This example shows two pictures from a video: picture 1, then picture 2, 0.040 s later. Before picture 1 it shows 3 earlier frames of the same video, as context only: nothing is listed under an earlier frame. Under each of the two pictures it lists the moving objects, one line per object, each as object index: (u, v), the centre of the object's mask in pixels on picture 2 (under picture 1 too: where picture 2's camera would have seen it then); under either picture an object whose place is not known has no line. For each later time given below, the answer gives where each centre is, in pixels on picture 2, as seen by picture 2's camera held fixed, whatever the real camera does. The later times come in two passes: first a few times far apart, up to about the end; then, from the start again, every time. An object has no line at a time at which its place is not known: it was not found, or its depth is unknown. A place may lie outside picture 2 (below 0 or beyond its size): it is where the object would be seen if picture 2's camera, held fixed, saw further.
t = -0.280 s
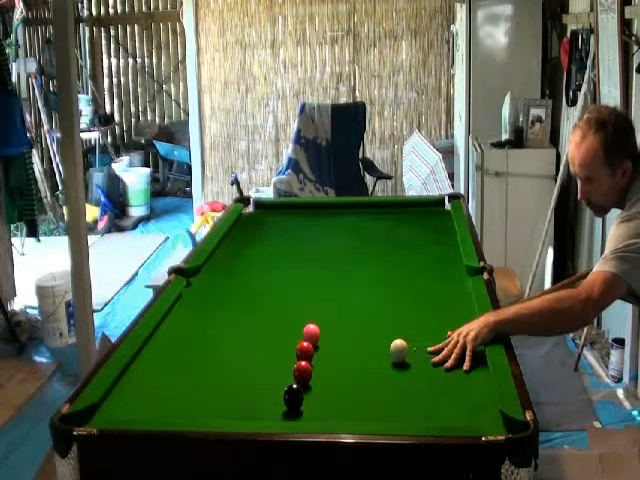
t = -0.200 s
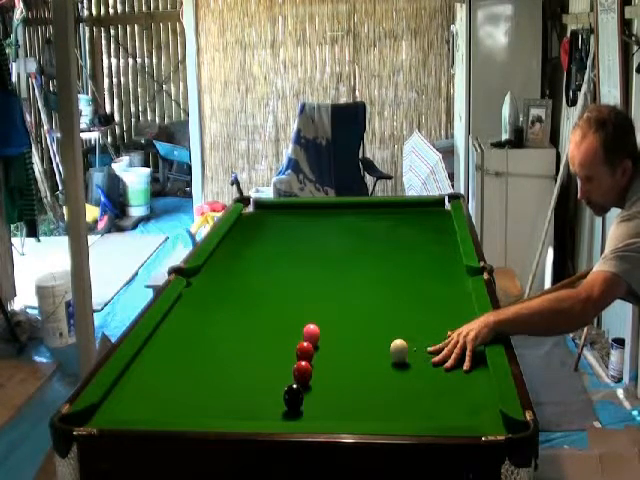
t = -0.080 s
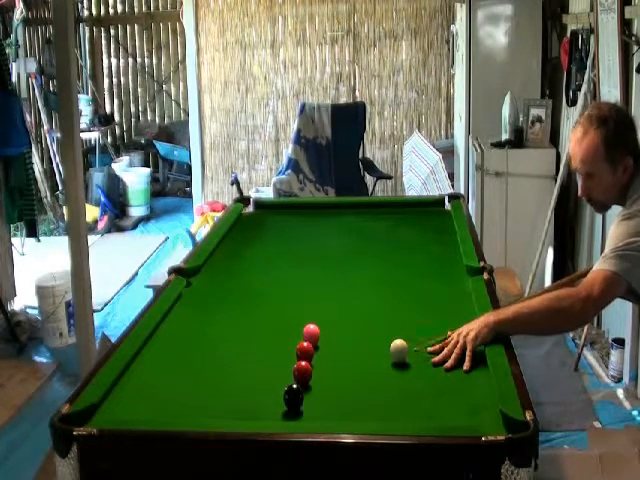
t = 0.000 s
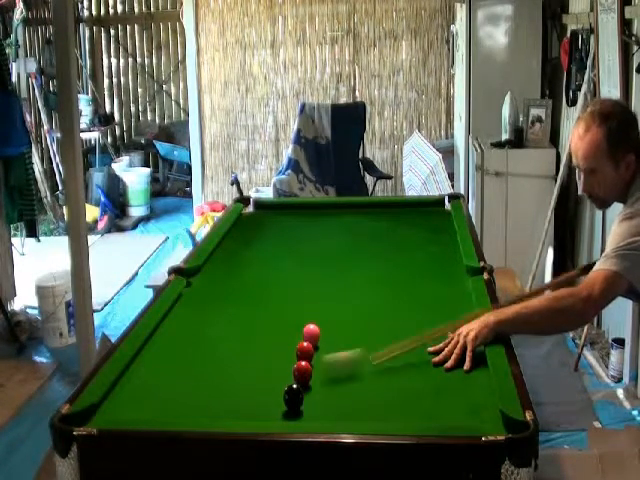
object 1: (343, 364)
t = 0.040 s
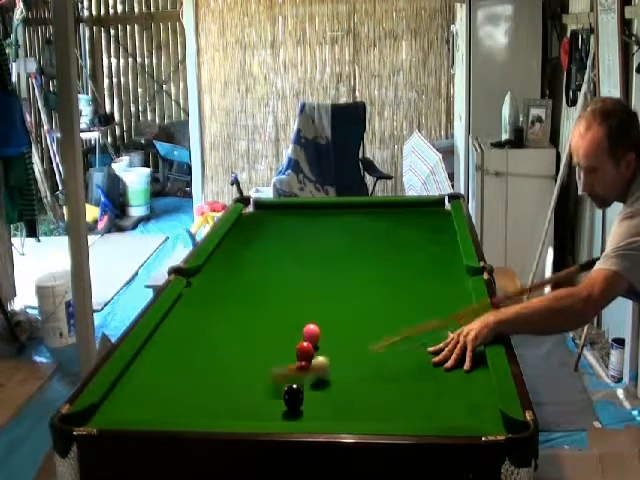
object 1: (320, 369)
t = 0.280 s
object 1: (346, 363)
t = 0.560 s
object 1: (393, 353)
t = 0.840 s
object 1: (436, 344)
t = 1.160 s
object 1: (468, 336)
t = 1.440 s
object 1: (444, 331)
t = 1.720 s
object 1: (423, 326)
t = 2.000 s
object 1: (406, 324)
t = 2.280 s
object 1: (393, 321)
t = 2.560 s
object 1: (383, 320)
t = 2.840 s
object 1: (377, 319)
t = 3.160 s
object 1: (374, 318)
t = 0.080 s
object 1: (320, 368)
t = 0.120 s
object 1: (321, 367)
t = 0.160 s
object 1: (324, 368)
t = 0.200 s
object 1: (331, 366)
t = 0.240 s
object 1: (338, 365)
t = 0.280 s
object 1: (346, 363)
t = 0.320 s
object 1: (352, 362)
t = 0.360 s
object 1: (360, 360)
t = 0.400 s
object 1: (366, 359)
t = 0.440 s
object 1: (373, 357)
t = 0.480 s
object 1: (380, 356)
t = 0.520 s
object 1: (386, 355)
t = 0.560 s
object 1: (393, 353)
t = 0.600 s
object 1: (399, 352)
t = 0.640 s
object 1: (406, 351)
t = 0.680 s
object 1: (412, 349)
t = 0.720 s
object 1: (418, 348)
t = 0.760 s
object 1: (424, 347)
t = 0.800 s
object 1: (430, 346)
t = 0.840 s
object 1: (436, 344)
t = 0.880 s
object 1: (441, 343)
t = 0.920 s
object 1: (447, 342)
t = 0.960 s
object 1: (452, 341)
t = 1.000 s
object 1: (458, 340)
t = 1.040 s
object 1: (463, 339)
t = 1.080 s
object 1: (468, 338)
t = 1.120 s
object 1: (471, 337)
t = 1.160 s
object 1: (468, 336)
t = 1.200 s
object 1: (464, 336)
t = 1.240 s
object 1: (461, 335)
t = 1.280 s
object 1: (457, 334)
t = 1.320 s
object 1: (454, 332)
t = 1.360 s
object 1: (450, 332)
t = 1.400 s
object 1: (447, 332)
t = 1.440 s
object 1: (444, 331)
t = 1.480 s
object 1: (441, 330)
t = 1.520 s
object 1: (438, 330)
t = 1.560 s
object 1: (435, 329)
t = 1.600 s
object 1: (432, 328)
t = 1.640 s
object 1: (428, 328)
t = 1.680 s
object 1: (425, 327)
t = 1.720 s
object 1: (423, 326)
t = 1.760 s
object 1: (420, 326)
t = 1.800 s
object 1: (418, 326)
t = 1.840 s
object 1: (416, 325)
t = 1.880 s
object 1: (413, 325)
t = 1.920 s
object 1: (411, 325)
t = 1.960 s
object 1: (408, 324)
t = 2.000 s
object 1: (406, 324)
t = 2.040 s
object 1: (404, 323)
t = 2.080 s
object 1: (402, 323)
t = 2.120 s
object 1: (400, 322)
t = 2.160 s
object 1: (398, 322)
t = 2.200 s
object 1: (396, 322)
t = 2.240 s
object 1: (395, 322)
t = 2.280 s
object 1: (393, 321)
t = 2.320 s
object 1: (392, 321)
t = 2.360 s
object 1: (390, 321)
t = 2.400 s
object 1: (389, 320)
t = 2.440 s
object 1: (387, 320)
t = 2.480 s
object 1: (386, 320)
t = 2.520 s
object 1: (385, 320)
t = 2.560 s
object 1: (383, 320)
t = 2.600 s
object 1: (382, 319)
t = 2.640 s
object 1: (381, 319)
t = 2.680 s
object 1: (381, 319)
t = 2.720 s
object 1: (380, 319)
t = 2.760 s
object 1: (379, 319)
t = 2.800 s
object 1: (378, 319)
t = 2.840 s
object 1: (377, 319)
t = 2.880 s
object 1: (376, 319)
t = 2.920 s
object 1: (376, 319)
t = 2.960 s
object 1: (375, 318)
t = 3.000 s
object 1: (375, 318)
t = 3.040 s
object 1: (375, 318)
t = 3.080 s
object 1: (374, 318)
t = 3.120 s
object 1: (374, 318)
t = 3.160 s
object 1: (374, 318)
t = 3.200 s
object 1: (374, 318)
